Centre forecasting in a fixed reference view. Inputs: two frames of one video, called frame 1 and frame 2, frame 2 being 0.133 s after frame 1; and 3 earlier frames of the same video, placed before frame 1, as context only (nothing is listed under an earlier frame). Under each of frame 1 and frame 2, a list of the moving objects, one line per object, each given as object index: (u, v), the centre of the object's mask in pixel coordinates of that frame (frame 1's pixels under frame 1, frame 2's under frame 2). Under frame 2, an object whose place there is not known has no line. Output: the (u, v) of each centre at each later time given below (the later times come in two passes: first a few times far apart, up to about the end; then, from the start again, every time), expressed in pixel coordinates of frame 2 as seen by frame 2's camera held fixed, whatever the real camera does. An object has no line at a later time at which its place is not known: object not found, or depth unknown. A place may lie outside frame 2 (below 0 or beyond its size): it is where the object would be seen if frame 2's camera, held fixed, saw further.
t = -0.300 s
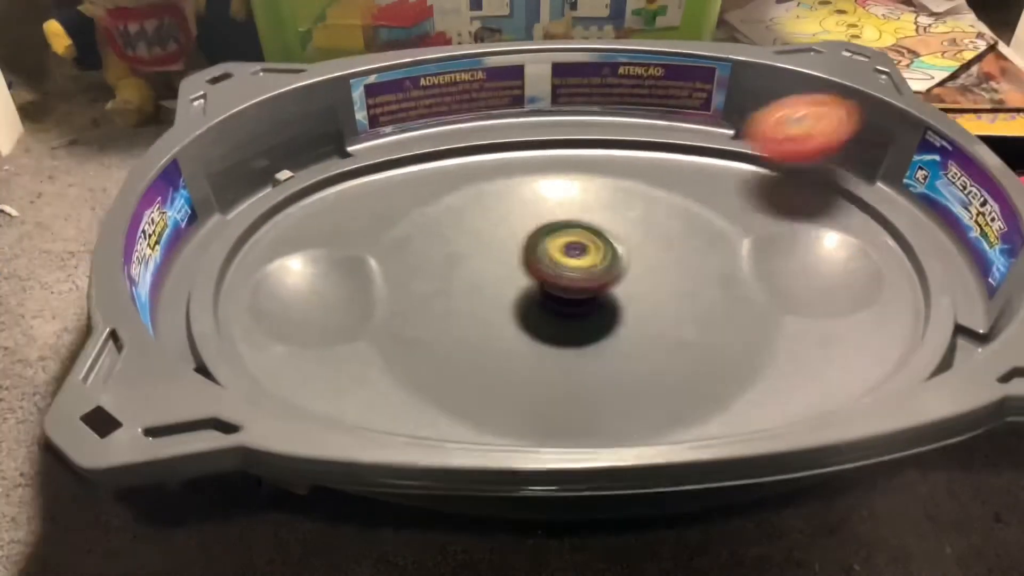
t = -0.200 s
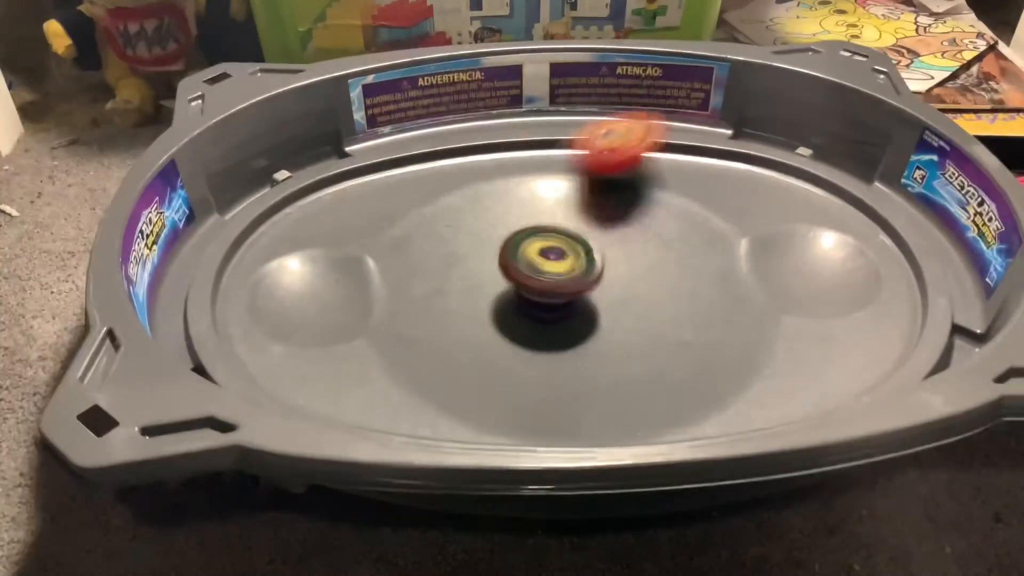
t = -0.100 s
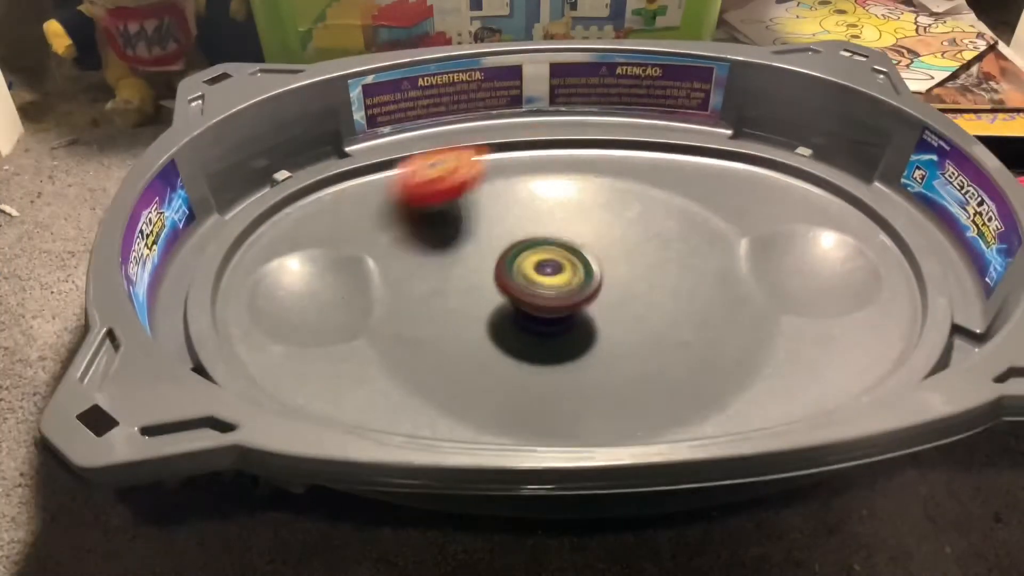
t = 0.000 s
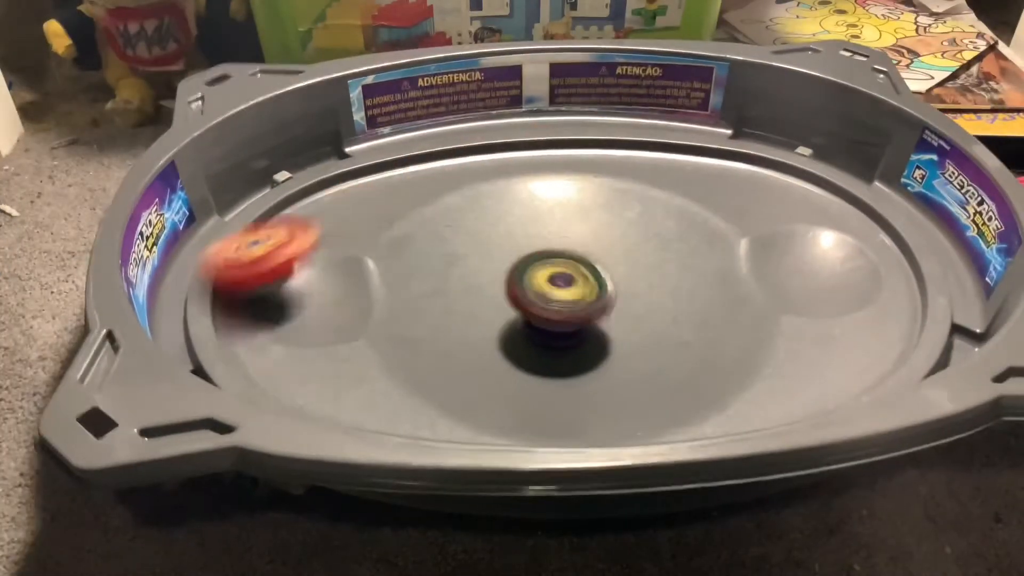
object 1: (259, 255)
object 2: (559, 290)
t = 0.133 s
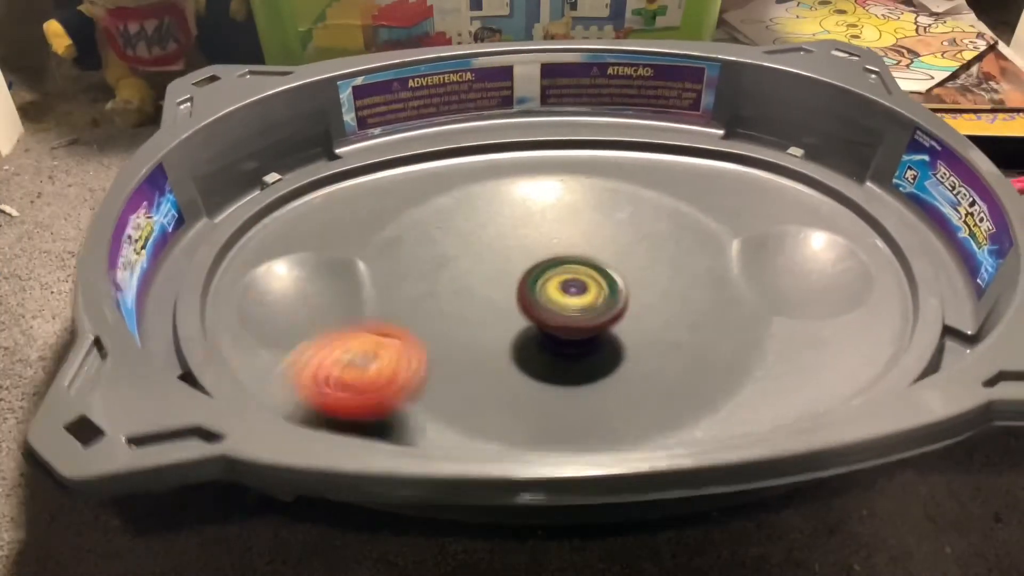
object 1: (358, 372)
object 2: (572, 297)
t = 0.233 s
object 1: (589, 412)
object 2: (584, 293)
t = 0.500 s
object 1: (855, 182)
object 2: (608, 260)
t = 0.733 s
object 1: (390, 148)
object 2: (558, 240)
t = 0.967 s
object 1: (334, 384)
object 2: (504, 282)
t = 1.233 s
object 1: (896, 222)
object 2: (563, 316)
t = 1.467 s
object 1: (411, 139)
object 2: (605, 288)
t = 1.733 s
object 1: (321, 382)
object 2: (549, 249)
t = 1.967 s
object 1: (929, 304)
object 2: (505, 266)
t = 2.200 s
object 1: (579, 127)
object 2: (528, 294)
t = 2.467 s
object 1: (244, 218)
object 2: (587, 290)
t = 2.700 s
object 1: (428, 329)
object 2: (594, 268)
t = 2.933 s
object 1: (793, 252)
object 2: (570, 259)
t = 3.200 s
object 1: (786, 155)
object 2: (529, 271)
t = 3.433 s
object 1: (754, 157)
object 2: (527, 292)
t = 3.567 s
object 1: (757, 178)
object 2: (536, 297)
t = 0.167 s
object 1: (433, 390)
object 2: (576, 297)
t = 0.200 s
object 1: (510, 407)
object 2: (579, 295)
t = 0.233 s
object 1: (589, 412)
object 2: (584, 293)
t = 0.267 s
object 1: (664, 405)
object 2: (589, 291)
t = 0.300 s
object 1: (737, 393)
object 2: (595, 287)
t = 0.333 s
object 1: (801, 371)
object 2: (600, 284)
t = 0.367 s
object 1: (859, 346)
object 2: (604, 278)
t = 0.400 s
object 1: (896, 305)
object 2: (606, 275)
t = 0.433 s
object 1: (907, 266)
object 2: (607, 270)
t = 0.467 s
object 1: (893, 223)
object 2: (608, 265)
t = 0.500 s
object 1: (855, 182)
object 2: (608, 260)
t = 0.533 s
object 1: (804, 150)
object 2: (606, 255)
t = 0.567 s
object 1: (742, 131)
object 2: (602, 251)
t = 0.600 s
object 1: (668, 123)
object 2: (595, 247)
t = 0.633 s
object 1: (596, 123)
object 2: (589, 243)
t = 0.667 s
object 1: (526, 129)
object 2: (580, 241)
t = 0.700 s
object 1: (458, 137)
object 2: (569, 240)
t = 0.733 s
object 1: (390, 148)
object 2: (558, 240)
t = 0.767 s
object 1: (326, 161)
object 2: (546, 243)
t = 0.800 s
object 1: (266, 179)
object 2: (534, 247)
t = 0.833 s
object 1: (221, 207)
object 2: (526, 253)
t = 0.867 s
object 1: (207, 262)
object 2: (515, 260)
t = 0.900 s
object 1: (204, 313)
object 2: (508, 266)
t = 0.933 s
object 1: (246, 351)
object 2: (505, 273)
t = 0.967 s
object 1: (334, 384)
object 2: (504, 282)
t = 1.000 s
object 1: (432, 399)
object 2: (506, 290)
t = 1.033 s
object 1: (540, 410)
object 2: (509, 300)
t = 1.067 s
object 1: (644, 408)
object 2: (515, 307)
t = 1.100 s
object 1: (745, 392)
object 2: (524, 311)
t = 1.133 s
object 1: (830, 365)
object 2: (534, 314)
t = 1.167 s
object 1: (900, 327)
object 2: (544, 316)
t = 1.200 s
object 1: (915, 277)
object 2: (554, 317)
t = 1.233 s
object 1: (896, 222)
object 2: (563, 316)
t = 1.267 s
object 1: (845, 177)
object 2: (571, 314)
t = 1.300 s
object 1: (778, 147)
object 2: (579, 311)
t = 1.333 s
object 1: (700, 133)
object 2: (588, 308)
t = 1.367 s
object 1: (617, 128)
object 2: (593, 304)
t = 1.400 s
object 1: (546, 125)
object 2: (598, 299)
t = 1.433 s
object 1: (475, 131)
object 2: (603, 294)
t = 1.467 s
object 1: (411, 139)
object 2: (605, 288)
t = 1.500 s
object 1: (350, 152)
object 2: (604, 281)
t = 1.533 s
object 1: (296, 170)
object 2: (601, 274)
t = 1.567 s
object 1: (252, 199)
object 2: (596, 268)
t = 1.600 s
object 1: (217, 236)
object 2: (587, 262)
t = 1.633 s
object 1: (198, 278)
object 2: (579, 257)
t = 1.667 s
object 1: (206, 323)
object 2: (571, 253)
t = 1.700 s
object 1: (248, 356)
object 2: (561, 251)
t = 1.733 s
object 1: (321, 382)
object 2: (549, 249)
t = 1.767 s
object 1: (406, 400)
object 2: (539, 249)
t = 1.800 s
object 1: (507, 411)
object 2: (530, 250)
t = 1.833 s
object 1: (602, 410)
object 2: (521, 252)
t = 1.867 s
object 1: (706, 401)
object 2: (514, 255)
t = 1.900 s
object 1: (792, 379)
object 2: (509, 258)
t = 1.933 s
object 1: (868, 348)
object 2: (507, 262)
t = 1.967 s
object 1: (929, 304)
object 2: (505, 266)
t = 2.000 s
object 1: (933, 259)
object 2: (503, 271)
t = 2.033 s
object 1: (904, 206)
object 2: (505, 275)
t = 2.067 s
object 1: (850, 167)
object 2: (508, 279)
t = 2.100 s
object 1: (786, 143)
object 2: (512, 284)
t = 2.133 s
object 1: (713, 136)
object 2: (516, 288)
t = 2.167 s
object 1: (644, 131)
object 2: (521, 292)
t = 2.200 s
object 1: (579, 127)
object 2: (528, 294)
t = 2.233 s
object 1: (518, 134)
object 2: (537, 296)
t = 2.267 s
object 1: (461, 140)
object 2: (544, 298)
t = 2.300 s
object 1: (408, 147)
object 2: (552, 299)
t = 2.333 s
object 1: (359, 154)
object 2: (560, 298)
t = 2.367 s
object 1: (319, 167)
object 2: (568, 297)
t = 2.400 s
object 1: (285, 182)
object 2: (576, 295)
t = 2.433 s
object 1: (260, 199)
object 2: (583, 293)
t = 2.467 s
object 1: (244, 218)
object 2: (587, 290)
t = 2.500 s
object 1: (235, 237)
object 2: (591, 287)
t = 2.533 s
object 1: (236, 256)
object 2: (594, 283)
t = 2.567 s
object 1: (251, 282)
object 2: (597, 280)
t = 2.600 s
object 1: (285, 300)
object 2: (599, 277)
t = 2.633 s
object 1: (331, 303)
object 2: (598, 274)
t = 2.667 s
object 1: (377, 310)
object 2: (596, 271)
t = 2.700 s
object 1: (428, 329)
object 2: (594, 268)
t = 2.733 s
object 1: (487, 341)
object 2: (593, 266)
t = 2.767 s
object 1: (552, 345)
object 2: (592, 264)
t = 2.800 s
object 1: (616, 341)
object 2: (589, 261)
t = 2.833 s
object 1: (678, 325)
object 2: (585, 261)
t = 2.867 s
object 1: (727, 299)
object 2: (580, 260)
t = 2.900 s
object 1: (763, 270)
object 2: (575, 259)
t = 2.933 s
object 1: (793, 252)
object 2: (570, 259)
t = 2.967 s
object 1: (823, 236)
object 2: (565, 259)
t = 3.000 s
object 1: (845, 207)
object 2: (560, 258)
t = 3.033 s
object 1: (857, 186)
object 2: (553, 260)
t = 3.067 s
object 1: (852, 172)
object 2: (546, 261)
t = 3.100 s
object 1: (832, 169)
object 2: (540, 263)
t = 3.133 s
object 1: (812, 163)
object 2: (536, 266)
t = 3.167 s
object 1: (797, 158)
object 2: (532, 268)
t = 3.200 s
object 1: (786, 155)
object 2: (529, 271)
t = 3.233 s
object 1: (782, 152)
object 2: (526, 275)
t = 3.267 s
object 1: (778, 150)
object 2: (524, 278)
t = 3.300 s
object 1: (772, 148)
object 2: (523, 282)
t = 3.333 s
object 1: (763, 148)
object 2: (523, 285)
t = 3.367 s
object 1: (757, 150)
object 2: (523, 287)
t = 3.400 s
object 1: (755, 153)
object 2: (524, 290)
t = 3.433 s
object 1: (754, 157)
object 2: (527, 292)
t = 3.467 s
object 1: (754, 162)
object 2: (529, 294)
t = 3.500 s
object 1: (755, 167)
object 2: (532, 295)
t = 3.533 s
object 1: (756, 172)
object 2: (534, 296)
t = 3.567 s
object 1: (757, 178)
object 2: (536, 297)
